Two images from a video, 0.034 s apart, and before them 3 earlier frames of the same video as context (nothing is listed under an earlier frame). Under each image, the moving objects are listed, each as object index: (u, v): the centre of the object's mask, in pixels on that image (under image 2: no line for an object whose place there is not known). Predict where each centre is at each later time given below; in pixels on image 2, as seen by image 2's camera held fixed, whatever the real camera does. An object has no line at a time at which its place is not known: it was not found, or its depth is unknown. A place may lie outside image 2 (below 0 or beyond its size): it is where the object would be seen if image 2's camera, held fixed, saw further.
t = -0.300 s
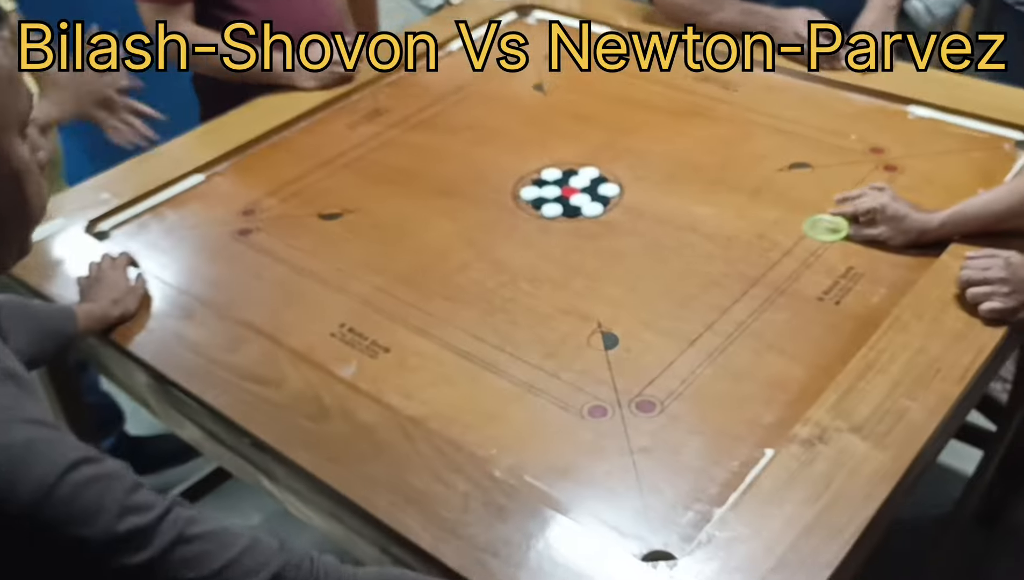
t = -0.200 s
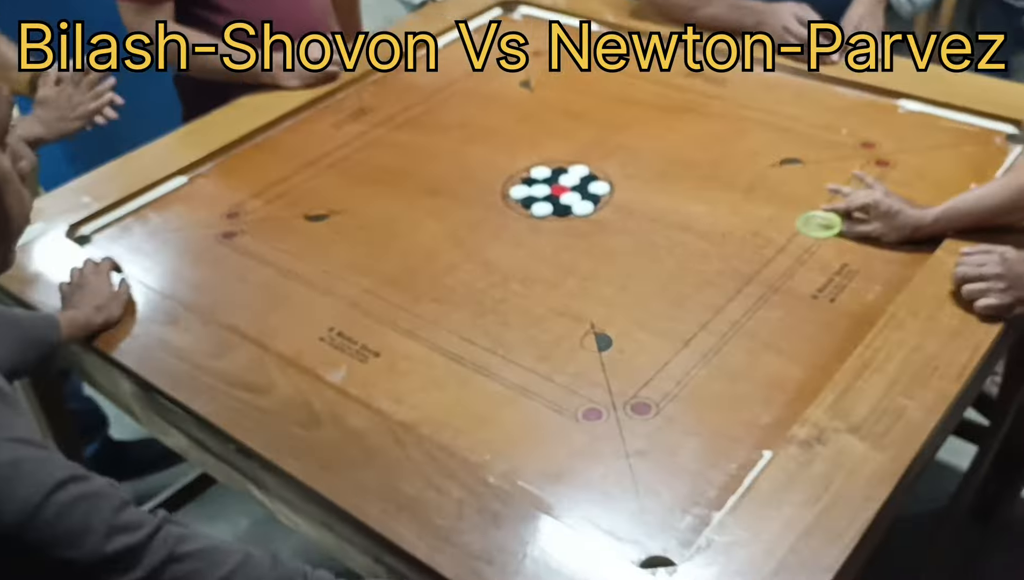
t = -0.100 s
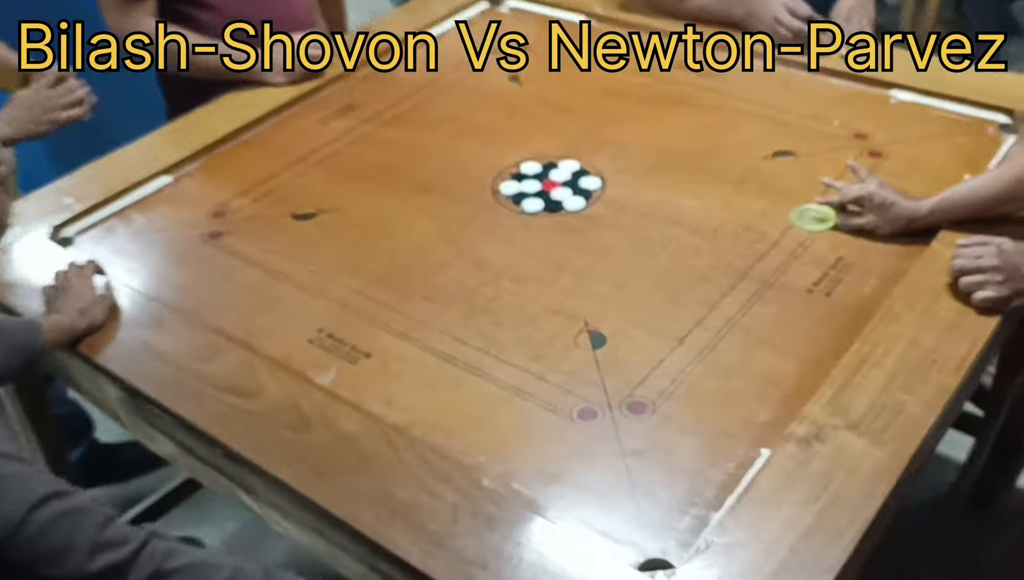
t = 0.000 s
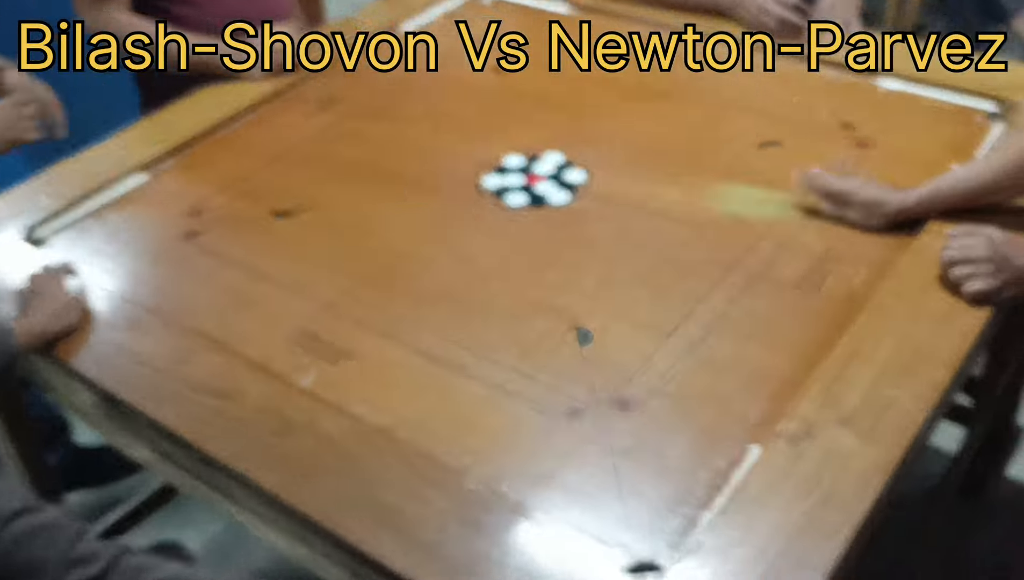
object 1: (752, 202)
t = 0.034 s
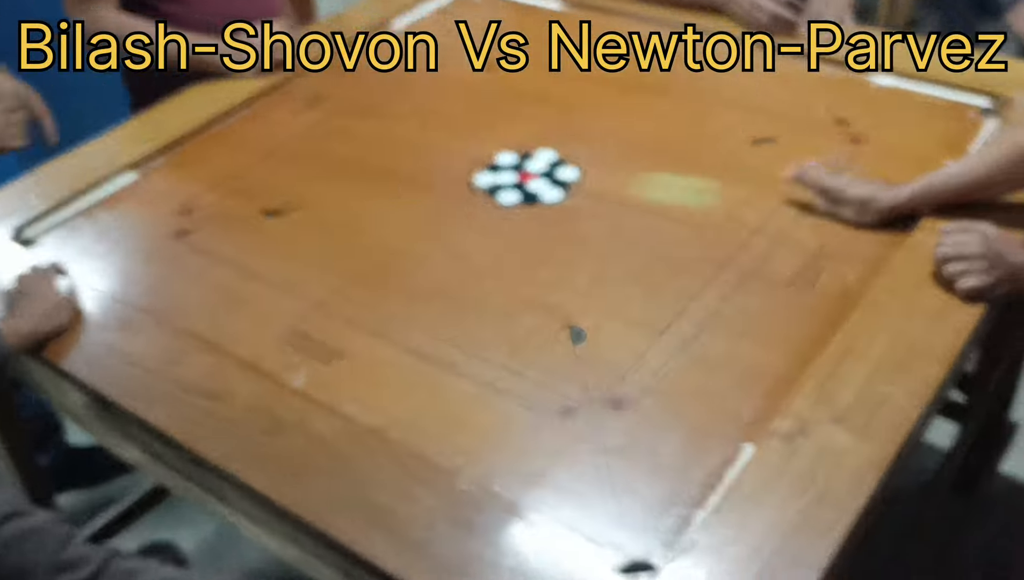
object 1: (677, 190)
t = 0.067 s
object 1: (619, 182)
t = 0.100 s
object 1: (597, 178)
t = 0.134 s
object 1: (596, 178)
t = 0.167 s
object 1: (596, 178)
